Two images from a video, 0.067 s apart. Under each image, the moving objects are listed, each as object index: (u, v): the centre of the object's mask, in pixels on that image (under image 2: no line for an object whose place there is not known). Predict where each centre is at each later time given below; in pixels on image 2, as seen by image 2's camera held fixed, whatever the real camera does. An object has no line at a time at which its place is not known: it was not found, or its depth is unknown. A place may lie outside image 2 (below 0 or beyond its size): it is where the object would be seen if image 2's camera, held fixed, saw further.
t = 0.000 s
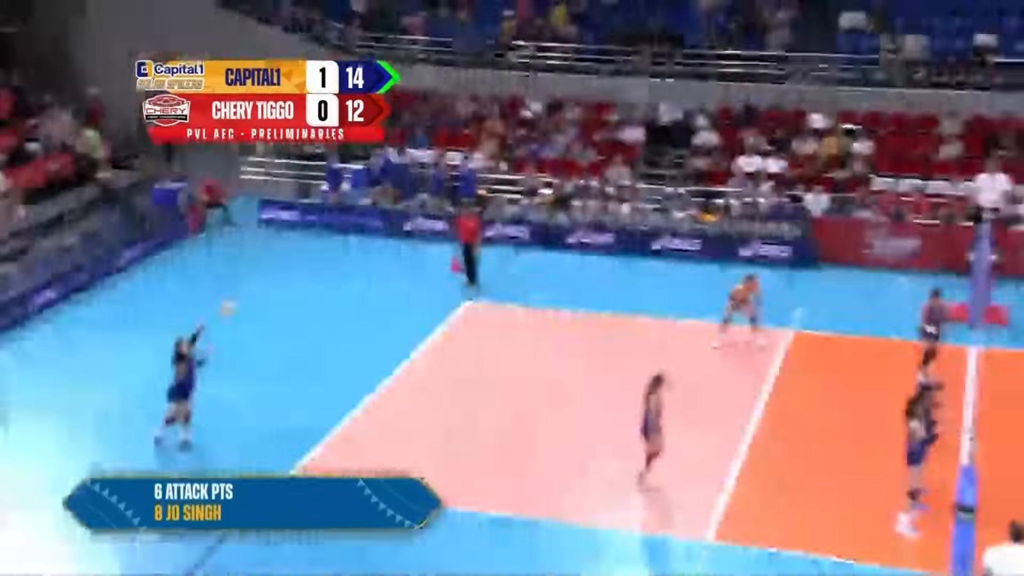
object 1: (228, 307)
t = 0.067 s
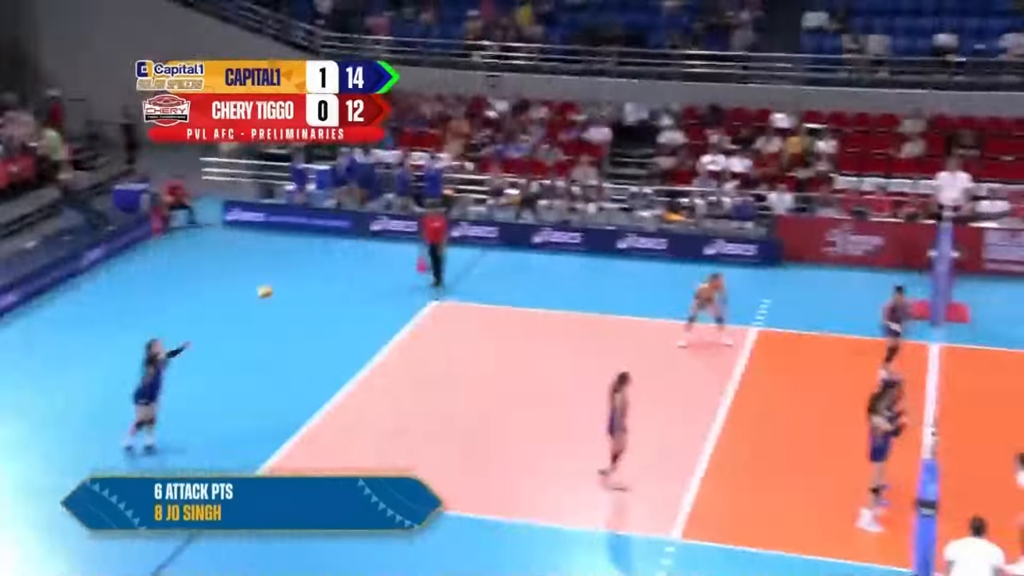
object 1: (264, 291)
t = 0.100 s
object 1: (301, 283)
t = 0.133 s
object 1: (339, 275)
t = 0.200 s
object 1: (412, 261)
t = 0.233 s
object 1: (450, 255)
